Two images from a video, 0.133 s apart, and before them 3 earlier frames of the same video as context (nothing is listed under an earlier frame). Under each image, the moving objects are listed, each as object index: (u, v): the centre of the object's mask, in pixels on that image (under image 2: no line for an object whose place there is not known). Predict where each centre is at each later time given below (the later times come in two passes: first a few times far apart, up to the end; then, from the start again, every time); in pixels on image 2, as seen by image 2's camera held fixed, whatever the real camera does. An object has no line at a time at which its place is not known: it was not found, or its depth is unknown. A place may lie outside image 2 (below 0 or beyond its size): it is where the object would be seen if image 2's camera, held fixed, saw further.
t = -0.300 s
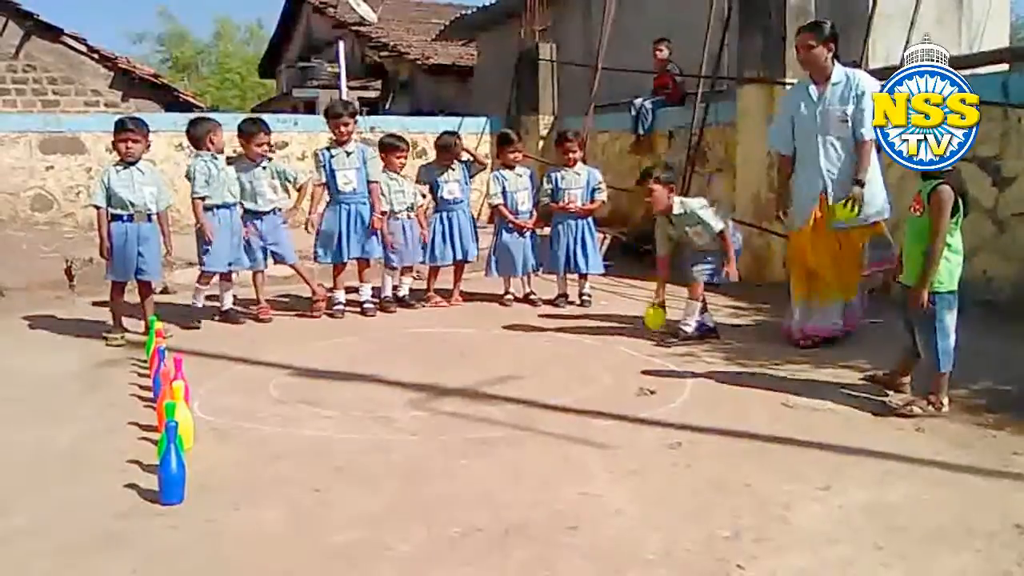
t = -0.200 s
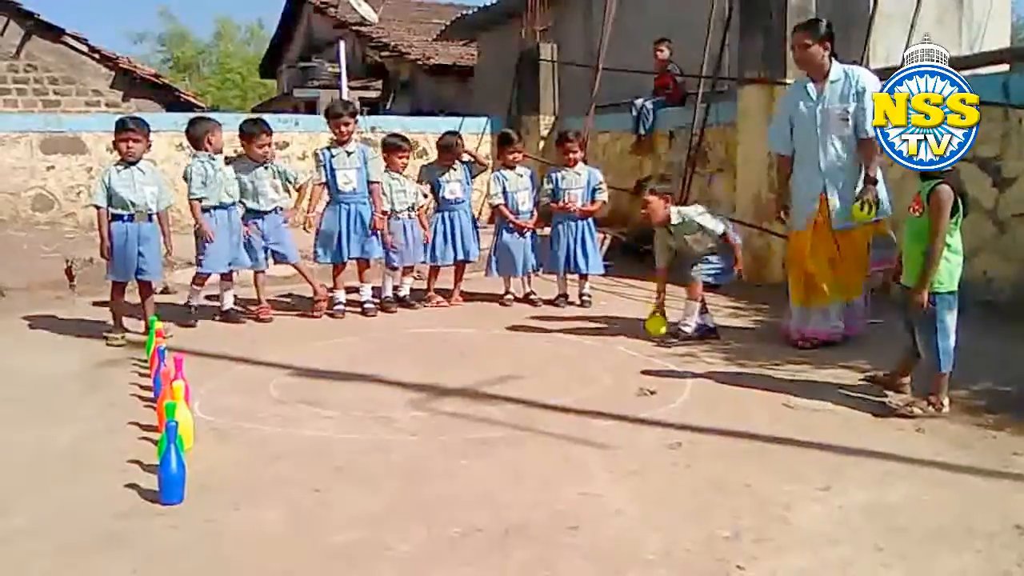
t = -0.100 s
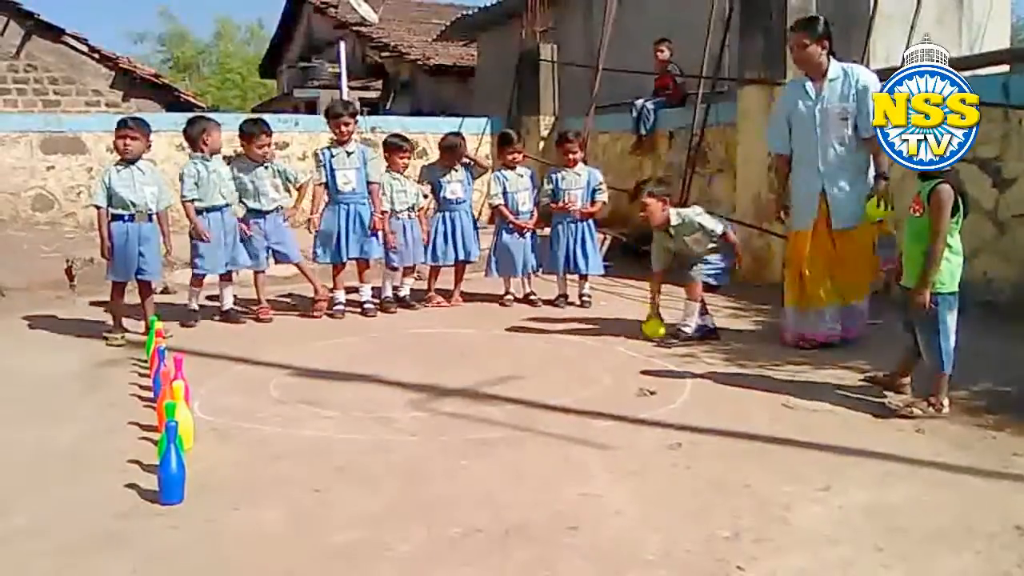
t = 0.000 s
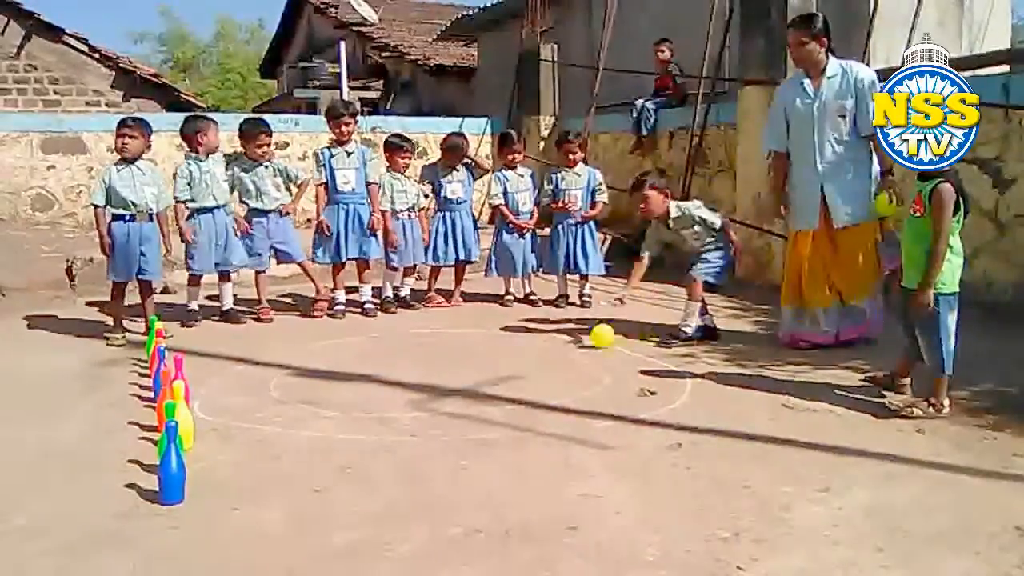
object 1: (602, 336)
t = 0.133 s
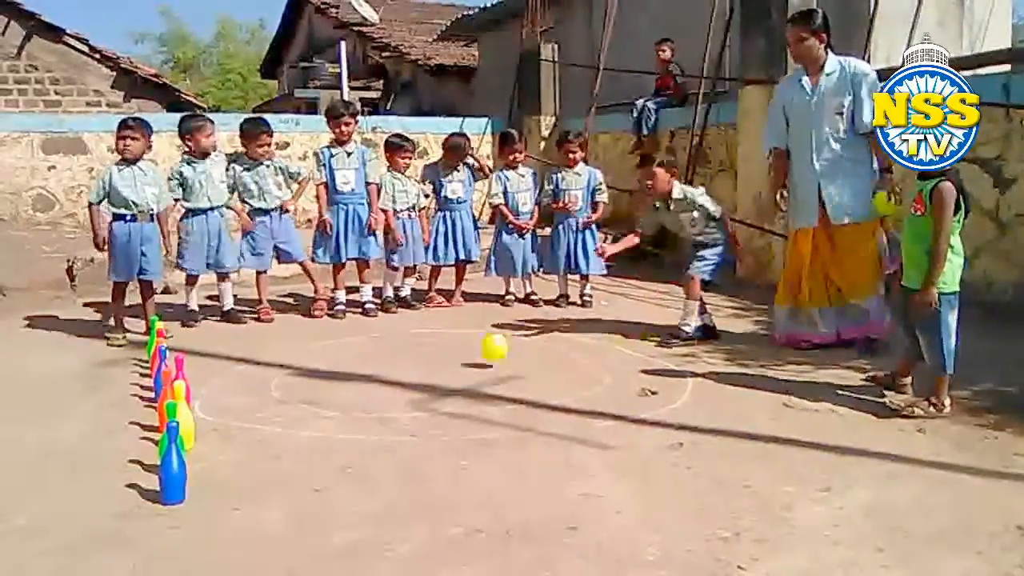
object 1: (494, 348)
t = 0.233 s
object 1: (401, 367)
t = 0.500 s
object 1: (144, 387)
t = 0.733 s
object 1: (8, 402)
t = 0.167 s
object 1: (464, 357)
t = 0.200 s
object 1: (433, 364)
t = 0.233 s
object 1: (401, 367)
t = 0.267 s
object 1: (368, 372)
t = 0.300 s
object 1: (335, 379)
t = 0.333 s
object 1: (301, 384)
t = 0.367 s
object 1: (267, 381)
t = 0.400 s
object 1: (233, 382)
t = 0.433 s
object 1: (200, 386)
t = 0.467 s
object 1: (172, 386)
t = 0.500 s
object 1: (144, 387)
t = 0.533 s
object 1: (122, 390)
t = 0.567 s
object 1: (101, 394)
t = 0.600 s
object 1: (78, 404)
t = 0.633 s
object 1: (56, 414)
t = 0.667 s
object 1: (36, 406)
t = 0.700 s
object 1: (17, 403)
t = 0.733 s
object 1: (8, 402)
